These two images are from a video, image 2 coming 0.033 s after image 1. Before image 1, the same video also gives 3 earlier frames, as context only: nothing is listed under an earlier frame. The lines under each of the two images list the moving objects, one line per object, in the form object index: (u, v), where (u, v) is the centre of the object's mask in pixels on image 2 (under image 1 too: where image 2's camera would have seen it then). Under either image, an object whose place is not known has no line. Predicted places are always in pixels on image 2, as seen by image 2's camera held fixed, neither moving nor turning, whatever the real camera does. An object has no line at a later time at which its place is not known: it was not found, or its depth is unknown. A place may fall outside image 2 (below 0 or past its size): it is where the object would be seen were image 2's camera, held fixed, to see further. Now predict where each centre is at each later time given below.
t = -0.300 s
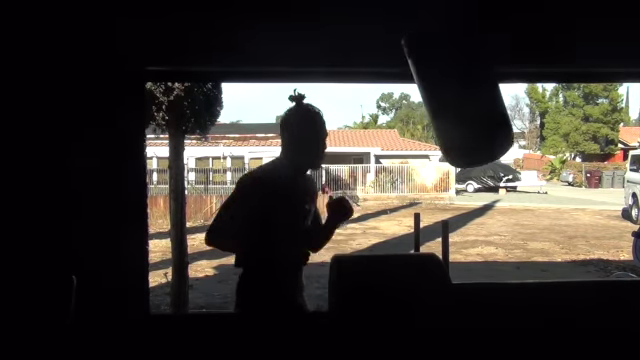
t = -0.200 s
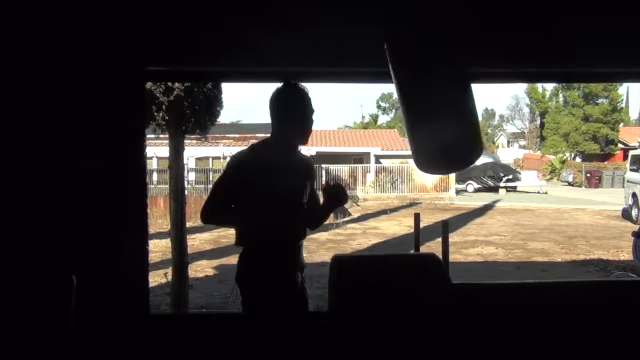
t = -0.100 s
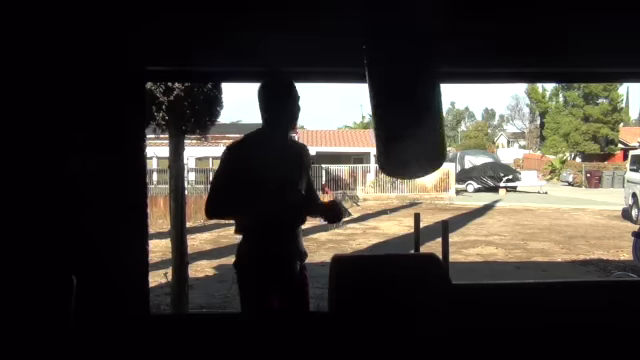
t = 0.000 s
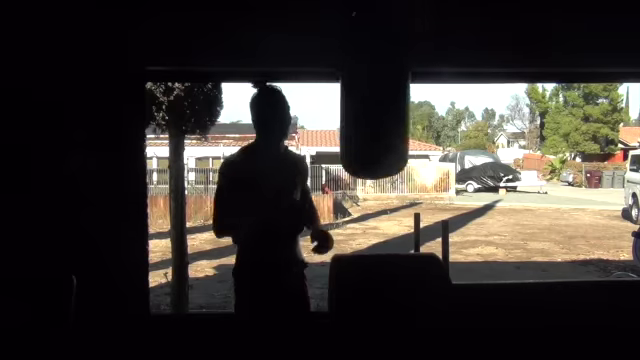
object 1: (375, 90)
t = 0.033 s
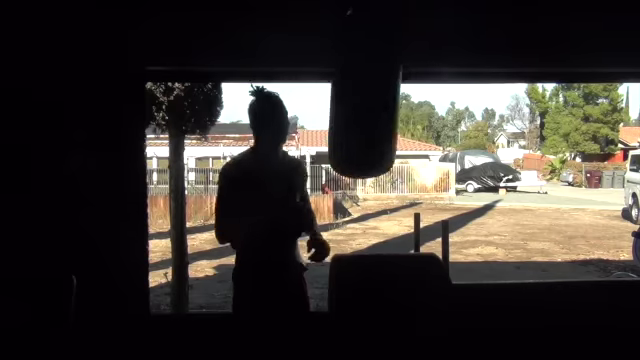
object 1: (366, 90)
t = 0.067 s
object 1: (356, 86)
